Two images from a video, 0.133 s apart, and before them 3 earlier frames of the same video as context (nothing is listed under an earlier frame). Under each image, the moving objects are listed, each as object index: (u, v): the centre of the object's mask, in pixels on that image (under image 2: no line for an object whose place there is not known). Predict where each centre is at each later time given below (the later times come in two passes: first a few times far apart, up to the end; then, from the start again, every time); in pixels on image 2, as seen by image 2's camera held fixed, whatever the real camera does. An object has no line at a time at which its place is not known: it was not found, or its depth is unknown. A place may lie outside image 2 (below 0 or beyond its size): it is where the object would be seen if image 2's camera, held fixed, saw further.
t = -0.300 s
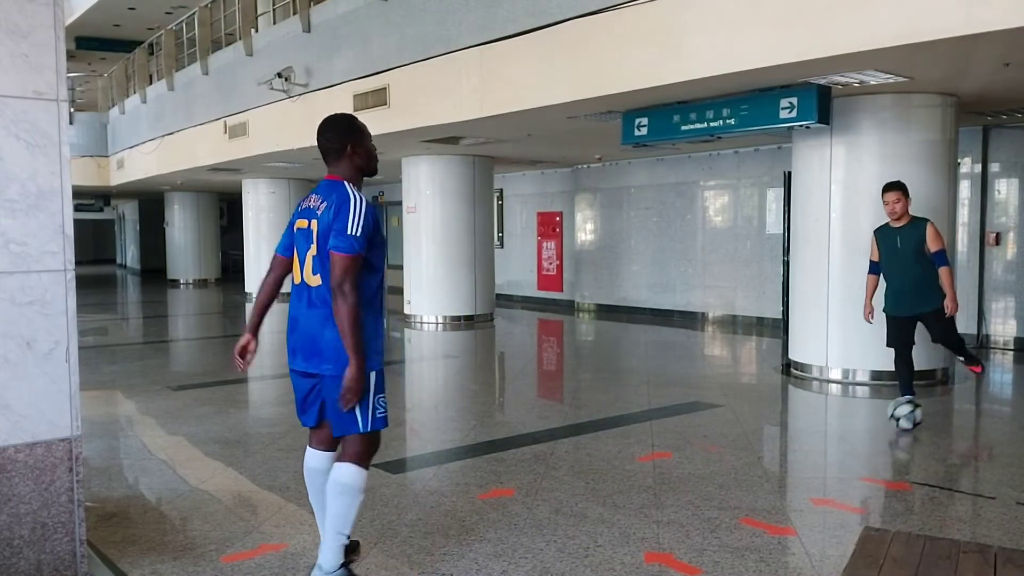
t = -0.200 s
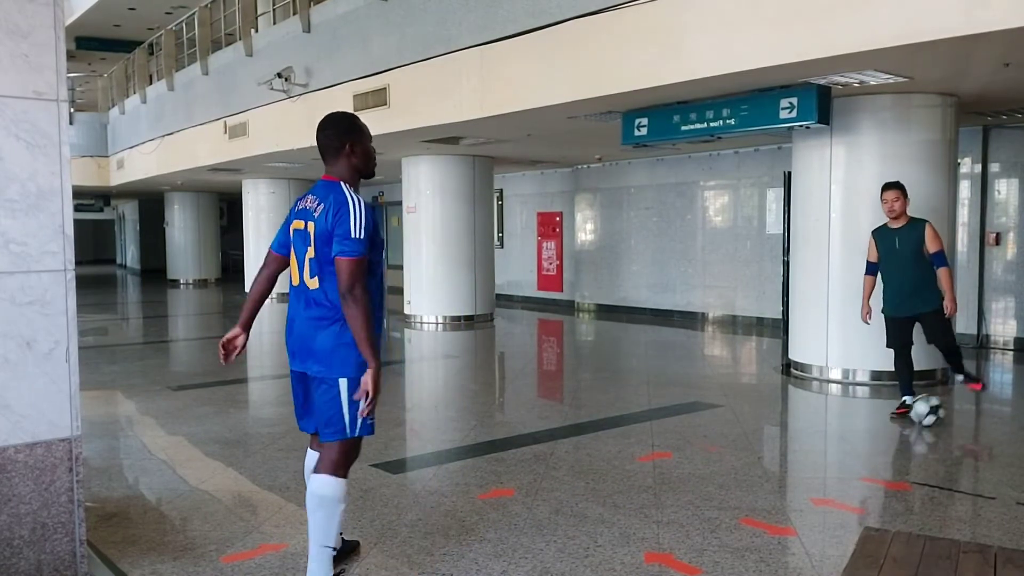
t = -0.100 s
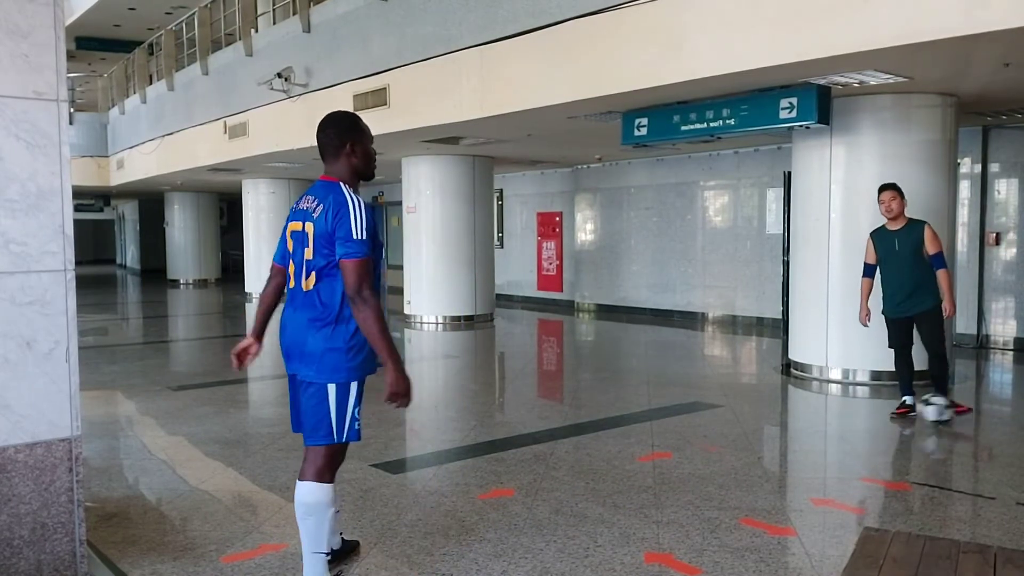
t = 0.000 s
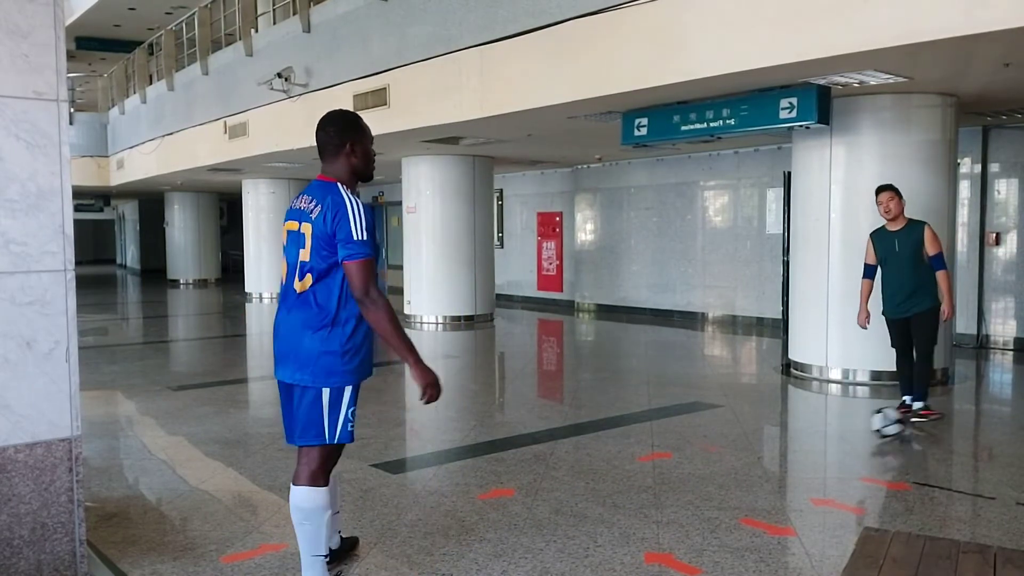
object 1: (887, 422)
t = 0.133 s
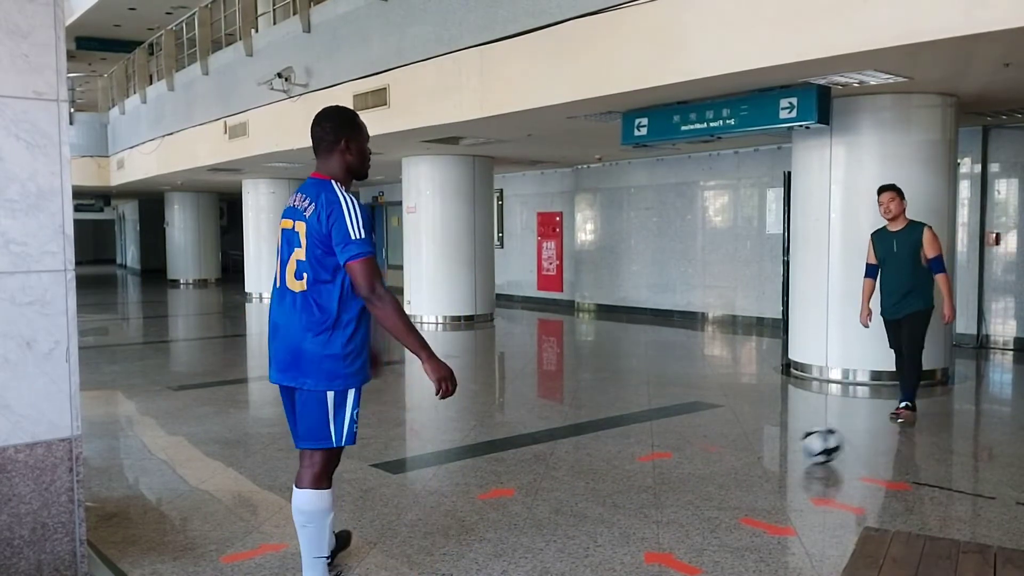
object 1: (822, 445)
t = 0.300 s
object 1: (735, 469)
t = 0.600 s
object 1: (583, 516)
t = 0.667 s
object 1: (543, 529)
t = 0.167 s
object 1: (804, 449)
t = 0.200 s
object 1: (787, 455)
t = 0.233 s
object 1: (771, 460)
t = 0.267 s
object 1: (754, 465)
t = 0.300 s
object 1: (735, 469)
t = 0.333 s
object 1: (720, 474)
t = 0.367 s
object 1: (704, 479)
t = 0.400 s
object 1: (687, 484)
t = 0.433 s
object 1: (670, 489)
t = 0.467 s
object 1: (654, 494)
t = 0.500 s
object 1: (637, 499)
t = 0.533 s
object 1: (621, 504)
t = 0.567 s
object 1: (601, 510)
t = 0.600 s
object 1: (583, 516)
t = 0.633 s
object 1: (564, 521)
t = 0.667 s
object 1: (543, 529)
